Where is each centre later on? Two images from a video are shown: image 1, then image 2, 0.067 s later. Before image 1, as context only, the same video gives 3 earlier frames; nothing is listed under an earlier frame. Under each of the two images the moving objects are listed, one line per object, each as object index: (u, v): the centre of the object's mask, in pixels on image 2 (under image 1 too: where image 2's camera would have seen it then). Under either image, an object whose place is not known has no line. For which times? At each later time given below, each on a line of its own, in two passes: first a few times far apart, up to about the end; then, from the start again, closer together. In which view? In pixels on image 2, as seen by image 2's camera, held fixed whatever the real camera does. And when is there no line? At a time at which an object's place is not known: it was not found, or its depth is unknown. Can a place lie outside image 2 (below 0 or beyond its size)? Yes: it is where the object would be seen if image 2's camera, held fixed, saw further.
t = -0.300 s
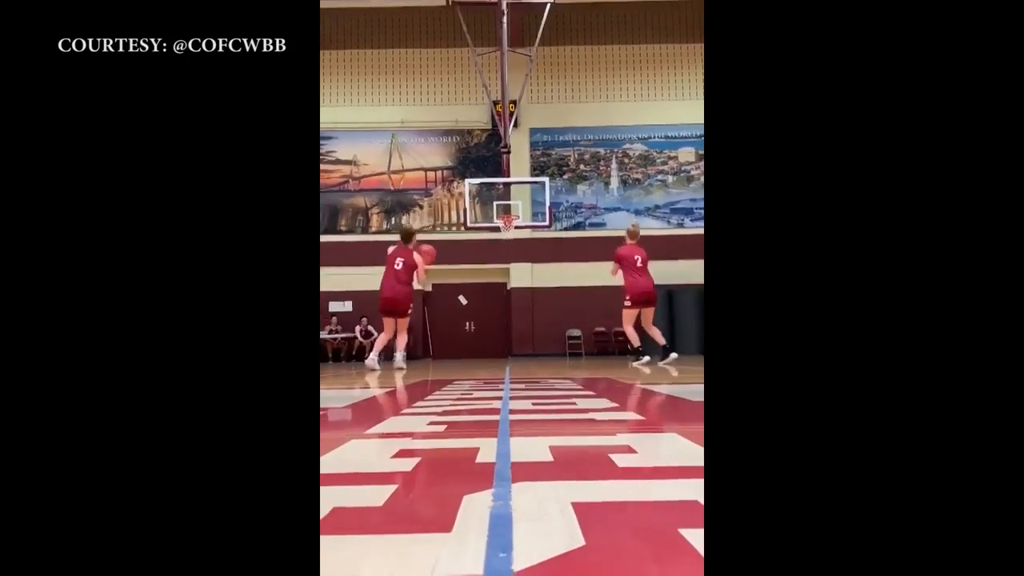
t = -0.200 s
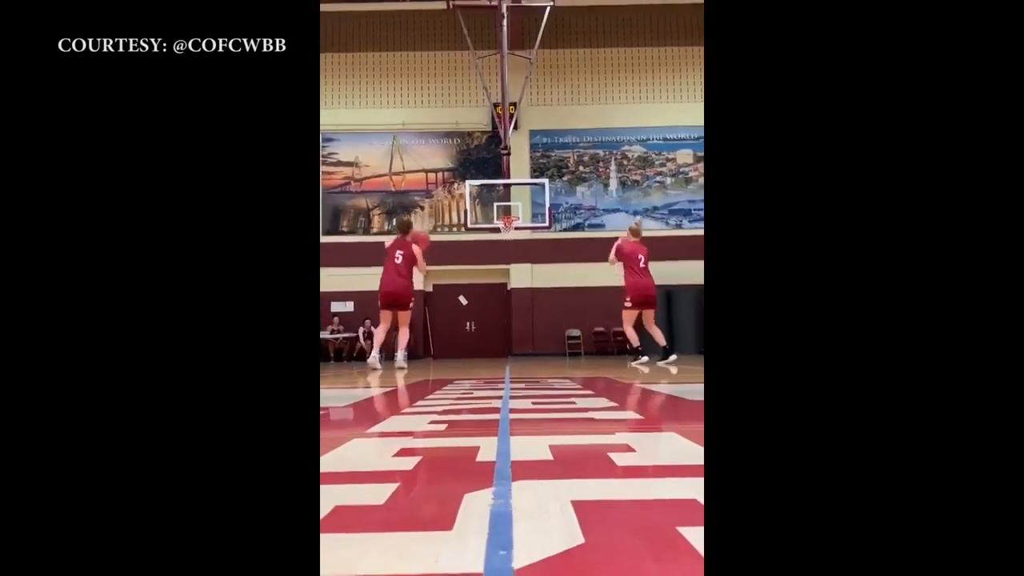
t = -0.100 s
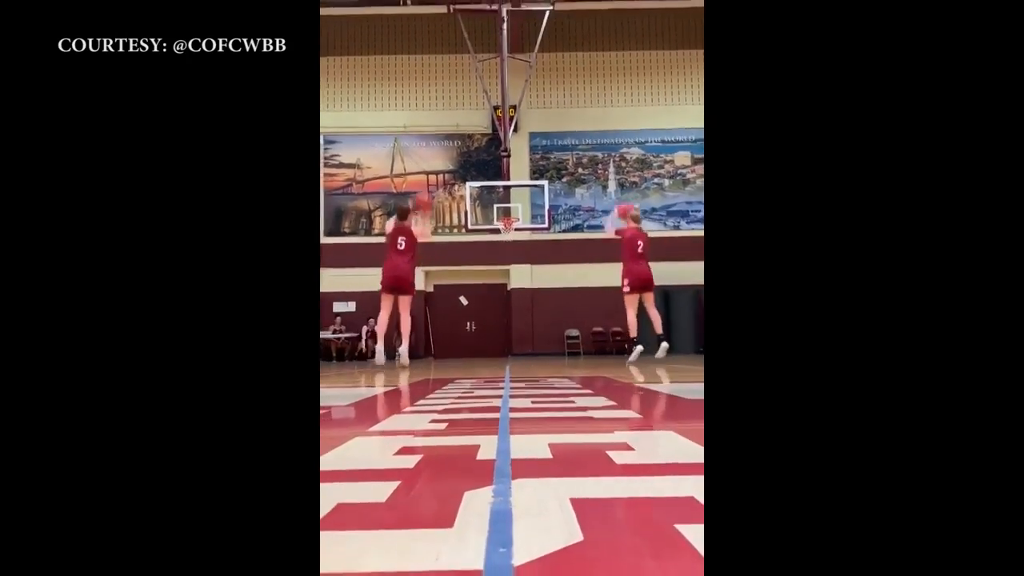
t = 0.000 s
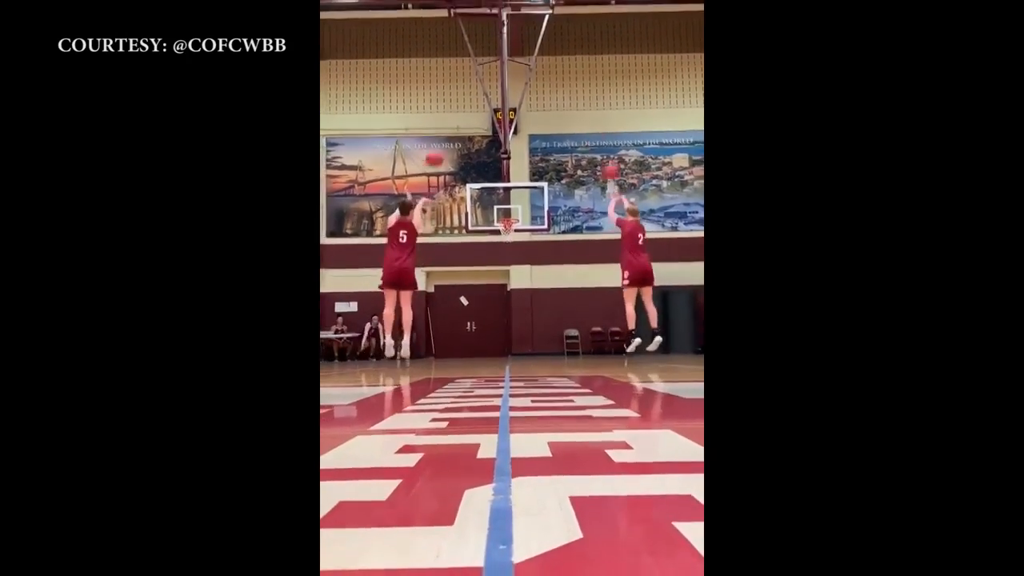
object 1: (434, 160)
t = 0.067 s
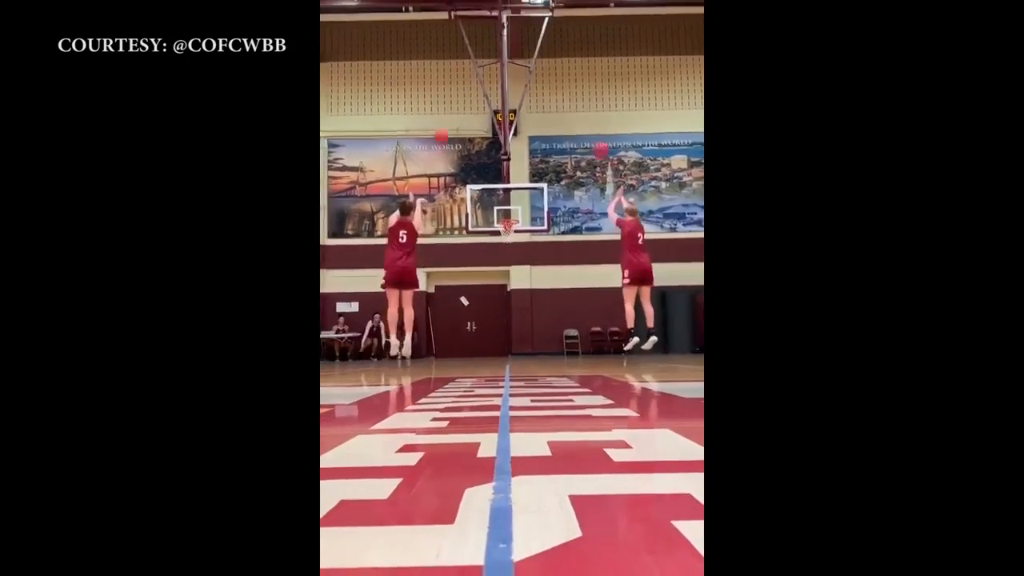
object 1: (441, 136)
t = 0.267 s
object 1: (458, 98)
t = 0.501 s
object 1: (472, 87)
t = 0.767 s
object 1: (489, 108)
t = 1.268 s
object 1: (513, 216)
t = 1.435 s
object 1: (502, 245)
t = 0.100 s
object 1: (444, 128)
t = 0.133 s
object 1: (447, 121)
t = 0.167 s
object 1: (451, 114)
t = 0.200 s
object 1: (453, 107)
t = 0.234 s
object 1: (455, 102)
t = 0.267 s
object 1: (458, 98)
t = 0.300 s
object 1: (460, 94)
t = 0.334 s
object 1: (463, 91)
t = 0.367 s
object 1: (465, 88)
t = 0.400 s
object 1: (467, 87)
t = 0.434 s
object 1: (469, 87)
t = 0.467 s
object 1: (471, 87)
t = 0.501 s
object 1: (472, 87)
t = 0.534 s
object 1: (476, 88)
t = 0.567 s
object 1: (478, 89)
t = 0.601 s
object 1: (479, 91)
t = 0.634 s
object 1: (482, 94)
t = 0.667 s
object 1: (484, 98)
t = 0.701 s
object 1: (485, 102)
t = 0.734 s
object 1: (487, 105)
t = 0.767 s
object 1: (489, 108)
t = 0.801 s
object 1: (491, 113)
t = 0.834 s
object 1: (492, 118)
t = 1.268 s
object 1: (513, 216)
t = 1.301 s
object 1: (504, 237)
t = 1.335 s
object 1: (503, 236)
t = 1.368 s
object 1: (503, 241)
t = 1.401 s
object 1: (503, 243)
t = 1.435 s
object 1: (502, 245)
